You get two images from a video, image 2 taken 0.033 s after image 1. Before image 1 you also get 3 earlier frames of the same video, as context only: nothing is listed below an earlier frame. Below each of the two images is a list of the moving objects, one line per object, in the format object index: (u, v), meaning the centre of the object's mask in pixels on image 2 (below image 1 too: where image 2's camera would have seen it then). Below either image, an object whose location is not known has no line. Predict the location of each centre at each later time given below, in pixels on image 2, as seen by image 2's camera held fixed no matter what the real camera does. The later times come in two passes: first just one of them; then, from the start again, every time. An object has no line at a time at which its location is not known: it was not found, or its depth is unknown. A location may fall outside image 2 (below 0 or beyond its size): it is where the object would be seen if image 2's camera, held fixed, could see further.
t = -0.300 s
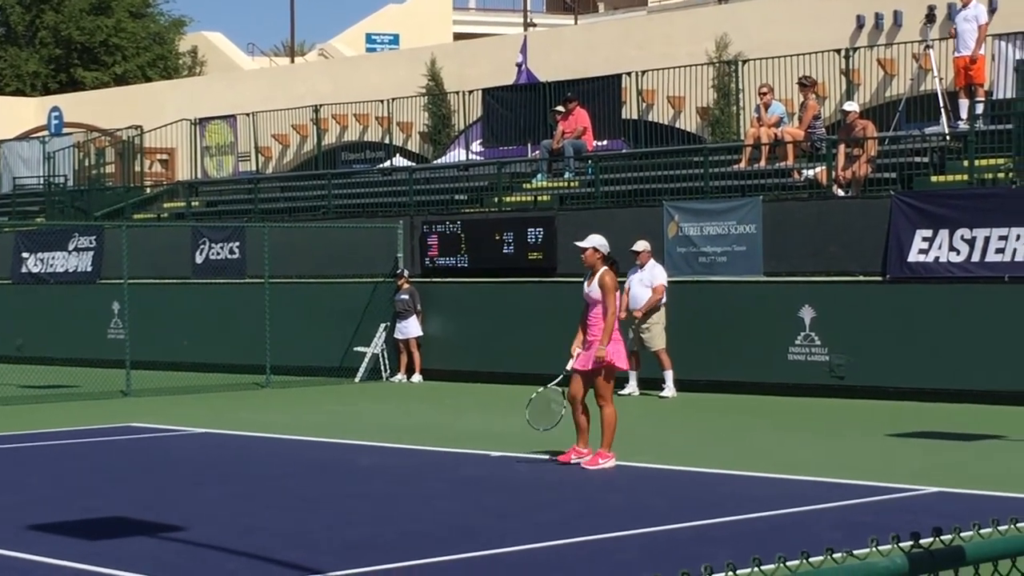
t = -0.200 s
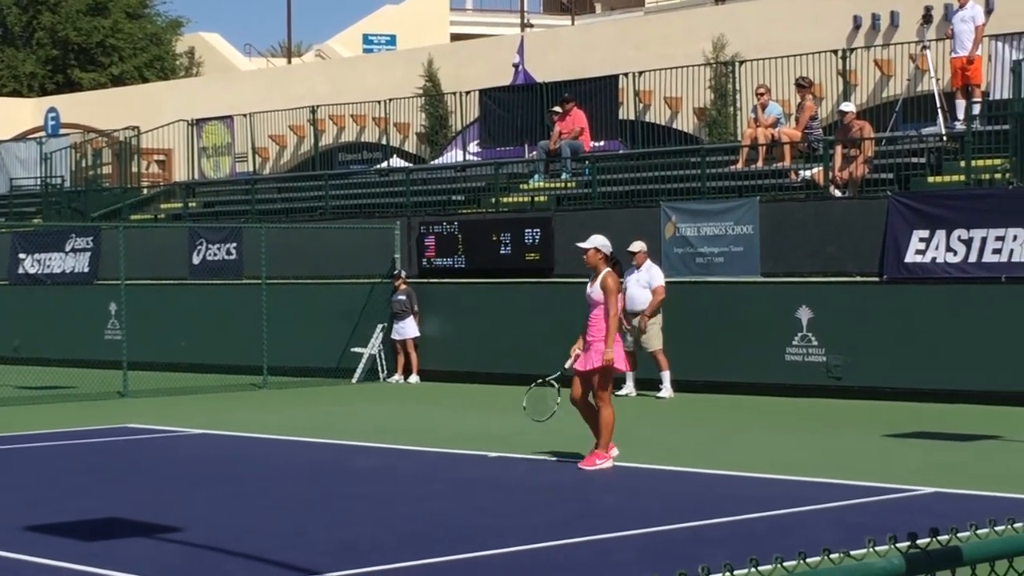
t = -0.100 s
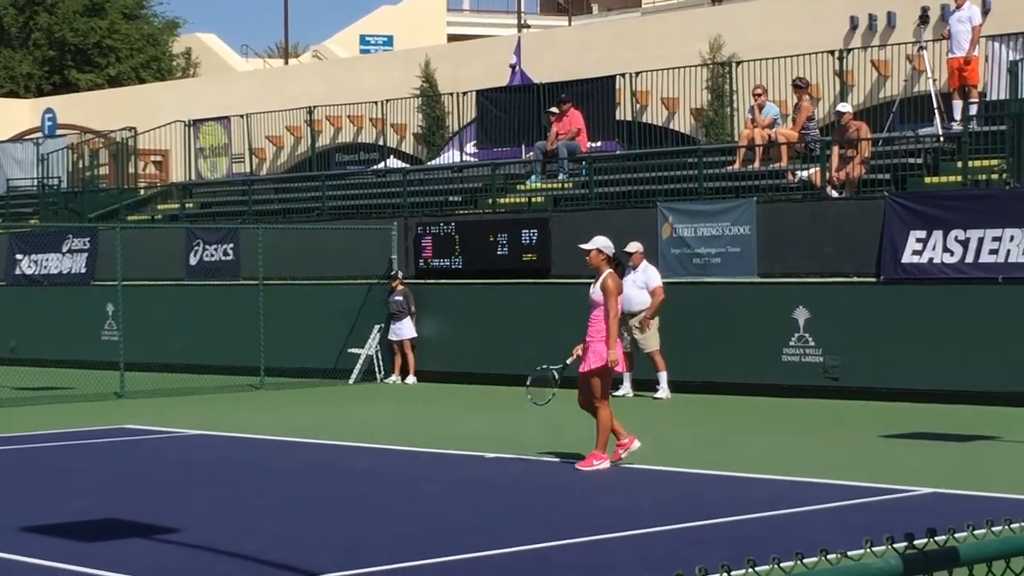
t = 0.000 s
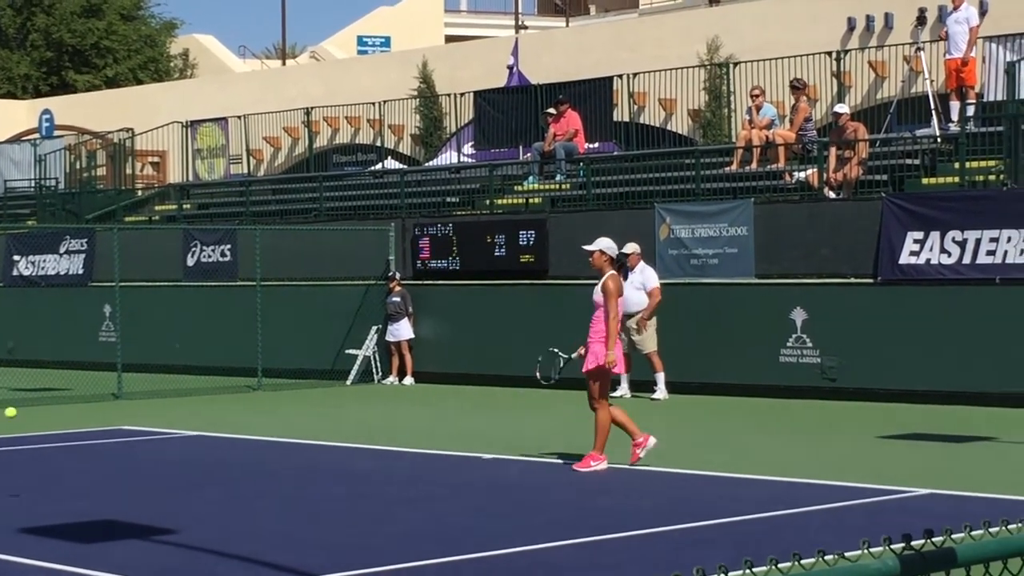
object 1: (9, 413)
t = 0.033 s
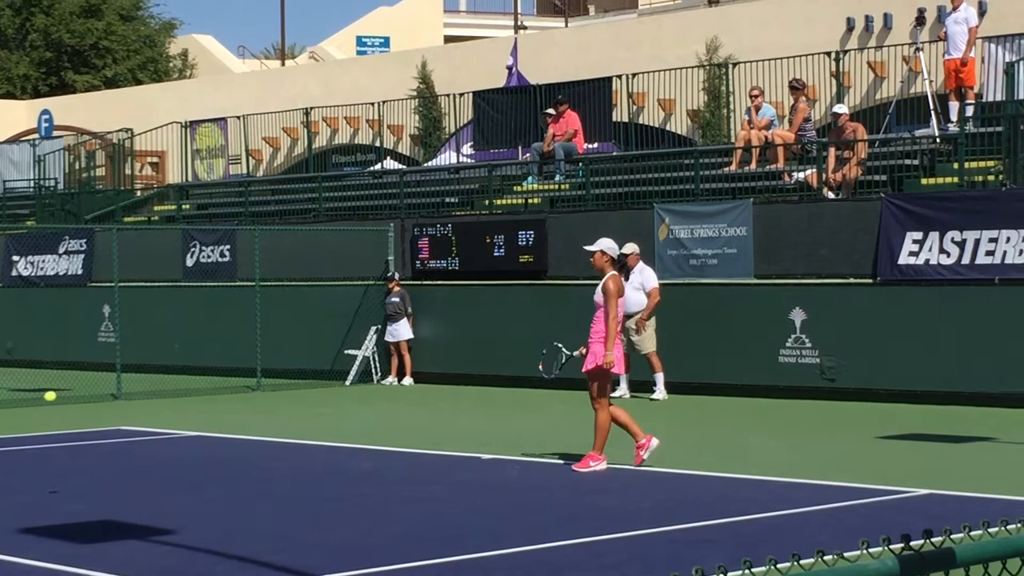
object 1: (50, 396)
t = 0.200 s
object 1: (237, 346)
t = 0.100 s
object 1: (128, 369)
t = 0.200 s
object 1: (237, 346)
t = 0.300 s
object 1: (338, 338)
